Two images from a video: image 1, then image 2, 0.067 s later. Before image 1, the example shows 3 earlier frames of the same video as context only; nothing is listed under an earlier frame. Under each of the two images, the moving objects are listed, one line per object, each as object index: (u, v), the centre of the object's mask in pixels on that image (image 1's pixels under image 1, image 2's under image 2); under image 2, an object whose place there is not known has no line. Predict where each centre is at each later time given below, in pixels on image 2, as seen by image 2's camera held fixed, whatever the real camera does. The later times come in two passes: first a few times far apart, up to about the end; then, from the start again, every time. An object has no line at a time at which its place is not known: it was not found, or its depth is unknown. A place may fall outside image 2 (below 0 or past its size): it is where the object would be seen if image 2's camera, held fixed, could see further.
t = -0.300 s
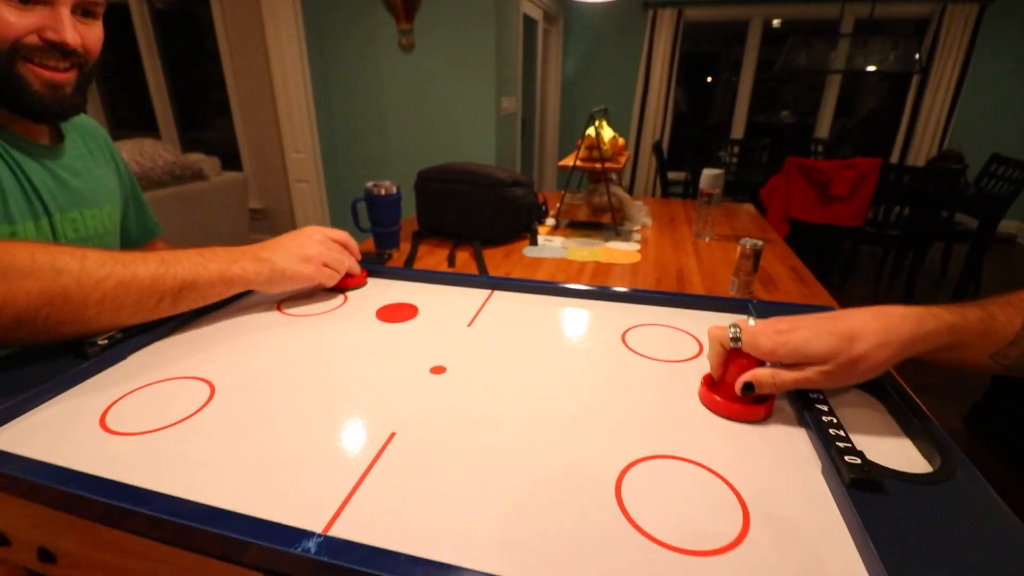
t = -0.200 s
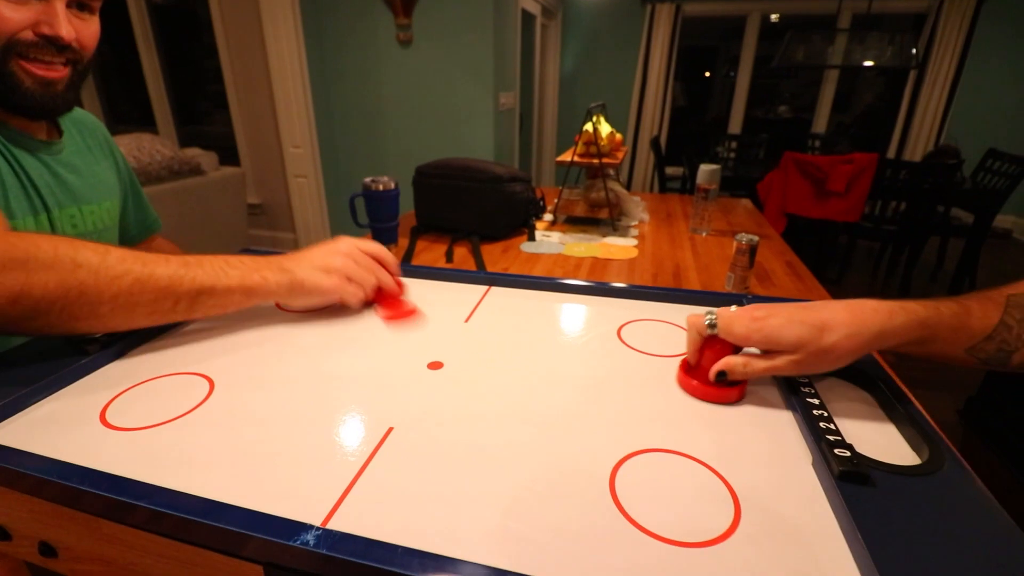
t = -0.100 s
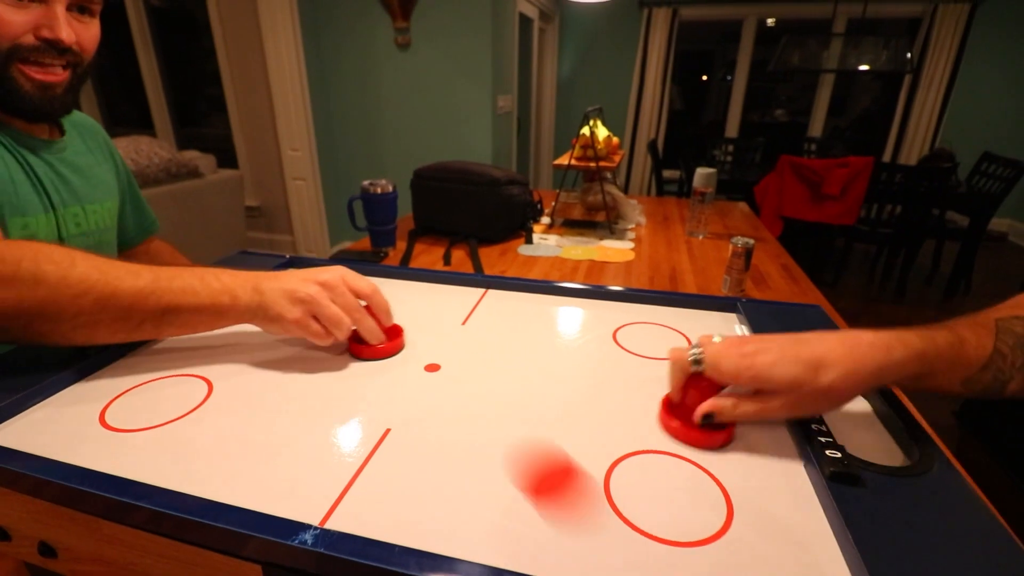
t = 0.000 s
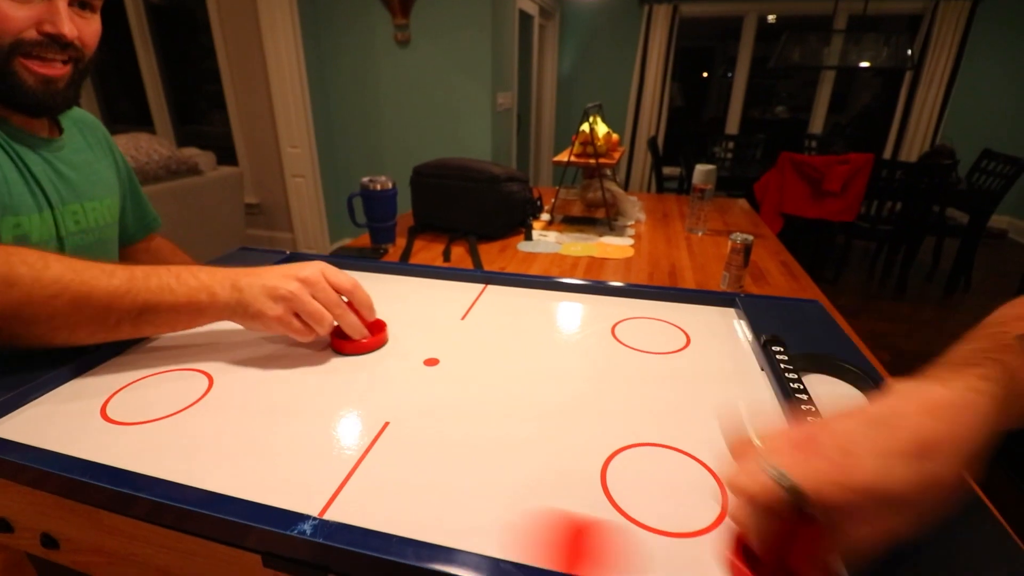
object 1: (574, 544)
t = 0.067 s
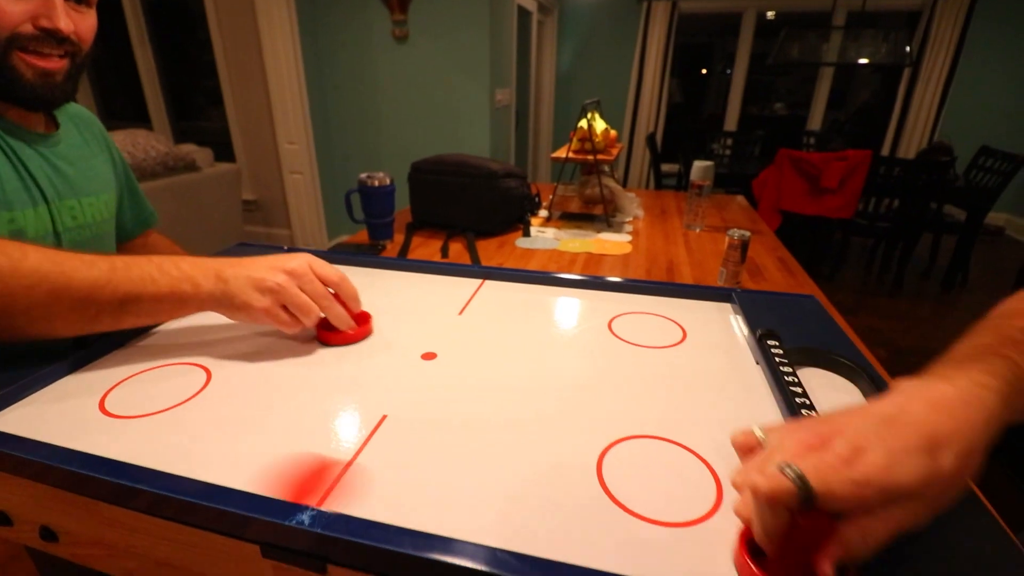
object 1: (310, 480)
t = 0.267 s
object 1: (178, 435)
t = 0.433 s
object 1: (461, 457)
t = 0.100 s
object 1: (210, 457)
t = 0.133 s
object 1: (124, 438)
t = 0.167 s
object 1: (47, 418)
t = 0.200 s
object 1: (57, 419)
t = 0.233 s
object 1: (116, 429)
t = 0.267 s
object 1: (178, 435)
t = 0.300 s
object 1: (239, 439)
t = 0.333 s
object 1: (298, 444)
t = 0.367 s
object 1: (355, 450)
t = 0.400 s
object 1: (410, 453)
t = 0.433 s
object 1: (461, 457)
